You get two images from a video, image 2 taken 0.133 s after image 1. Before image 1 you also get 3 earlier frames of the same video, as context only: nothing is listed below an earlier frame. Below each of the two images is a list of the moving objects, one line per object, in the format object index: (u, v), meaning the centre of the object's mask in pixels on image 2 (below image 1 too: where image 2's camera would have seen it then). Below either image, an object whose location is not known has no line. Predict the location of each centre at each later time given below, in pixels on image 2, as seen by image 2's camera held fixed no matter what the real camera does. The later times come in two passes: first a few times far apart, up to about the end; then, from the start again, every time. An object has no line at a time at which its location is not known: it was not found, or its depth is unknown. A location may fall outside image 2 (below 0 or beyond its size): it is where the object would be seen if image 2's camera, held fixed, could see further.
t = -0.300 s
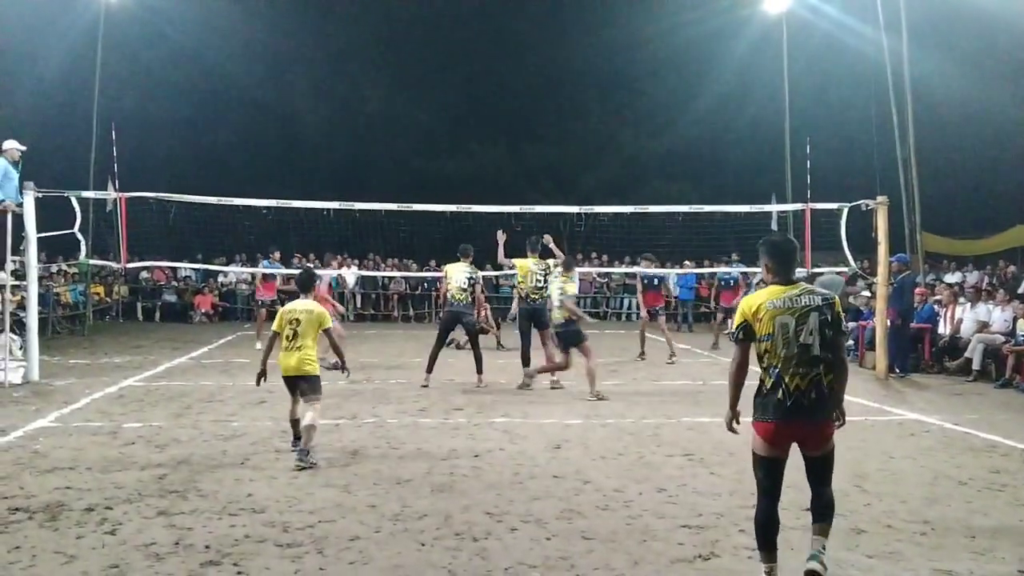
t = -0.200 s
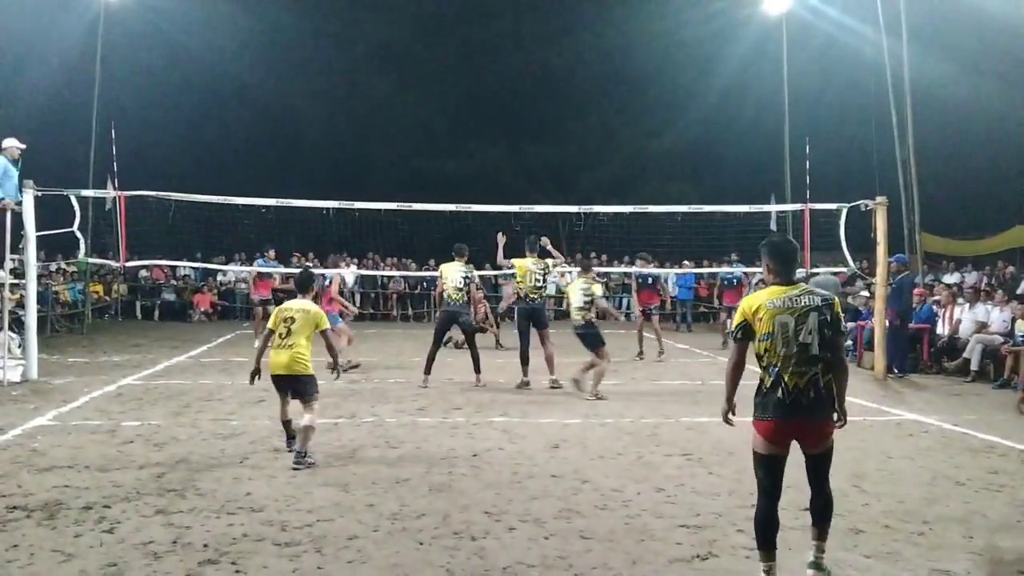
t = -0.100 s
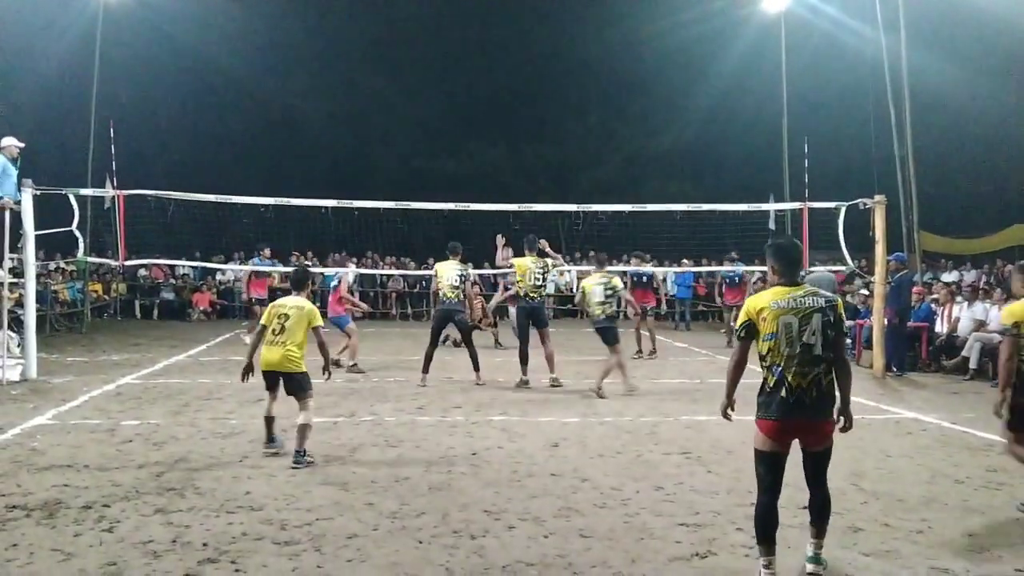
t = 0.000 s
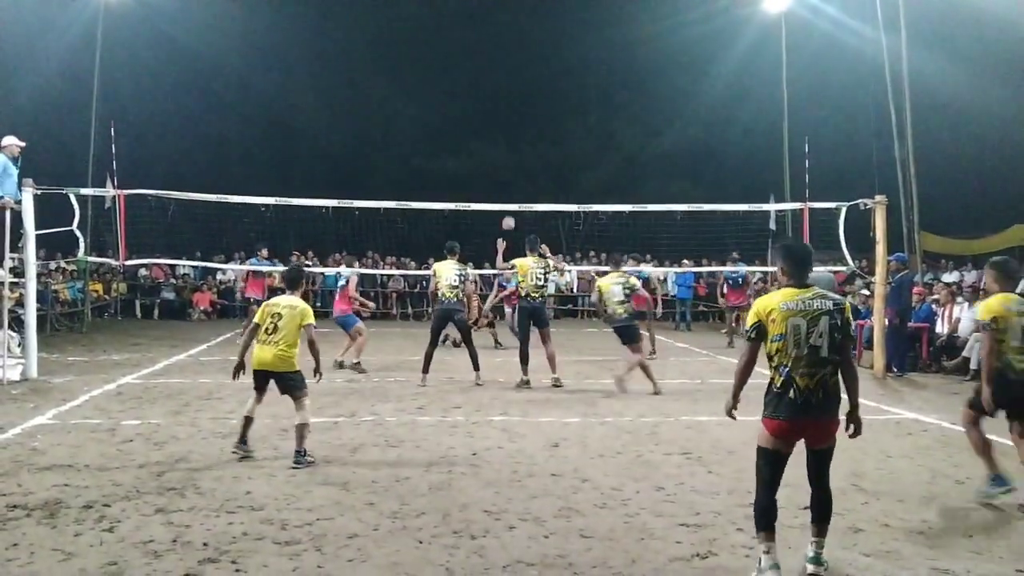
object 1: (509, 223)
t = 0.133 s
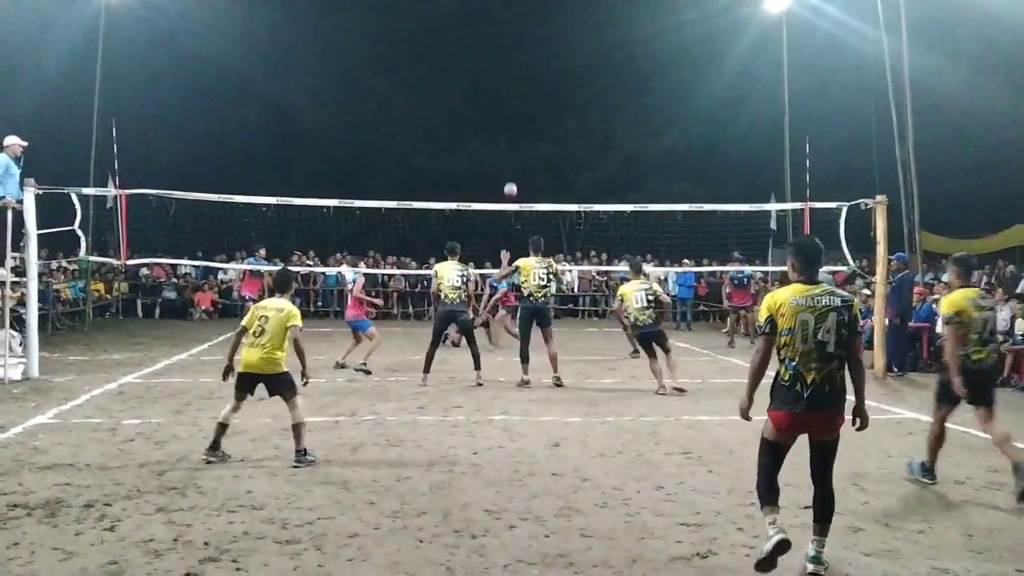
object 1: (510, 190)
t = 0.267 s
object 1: (511, 165)
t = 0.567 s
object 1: (514, 146)
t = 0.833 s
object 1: (517, 177)
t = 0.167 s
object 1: (510, 183)
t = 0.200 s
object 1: (511, 176)
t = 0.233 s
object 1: (511, 170)
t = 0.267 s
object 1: (511, 165)
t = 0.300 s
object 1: (512, 160)
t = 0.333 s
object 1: (512, 156)
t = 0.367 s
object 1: (513, 153)
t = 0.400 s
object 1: (513, 149)
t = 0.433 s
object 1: (513, 147)
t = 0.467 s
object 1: (514, 146)
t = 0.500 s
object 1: (514, 145)
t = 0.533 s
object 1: (514, 145)
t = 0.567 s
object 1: (514, 146)
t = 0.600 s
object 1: (515, 147)
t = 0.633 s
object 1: (515, 149)
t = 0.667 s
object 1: (515, 152)
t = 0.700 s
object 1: (516, 155)
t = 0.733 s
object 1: (516, 160)
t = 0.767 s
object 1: (516, 165)
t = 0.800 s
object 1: (516, 170)
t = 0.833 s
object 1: (517, 177)
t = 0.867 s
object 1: (517, 184)
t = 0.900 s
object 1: (518, 192)
